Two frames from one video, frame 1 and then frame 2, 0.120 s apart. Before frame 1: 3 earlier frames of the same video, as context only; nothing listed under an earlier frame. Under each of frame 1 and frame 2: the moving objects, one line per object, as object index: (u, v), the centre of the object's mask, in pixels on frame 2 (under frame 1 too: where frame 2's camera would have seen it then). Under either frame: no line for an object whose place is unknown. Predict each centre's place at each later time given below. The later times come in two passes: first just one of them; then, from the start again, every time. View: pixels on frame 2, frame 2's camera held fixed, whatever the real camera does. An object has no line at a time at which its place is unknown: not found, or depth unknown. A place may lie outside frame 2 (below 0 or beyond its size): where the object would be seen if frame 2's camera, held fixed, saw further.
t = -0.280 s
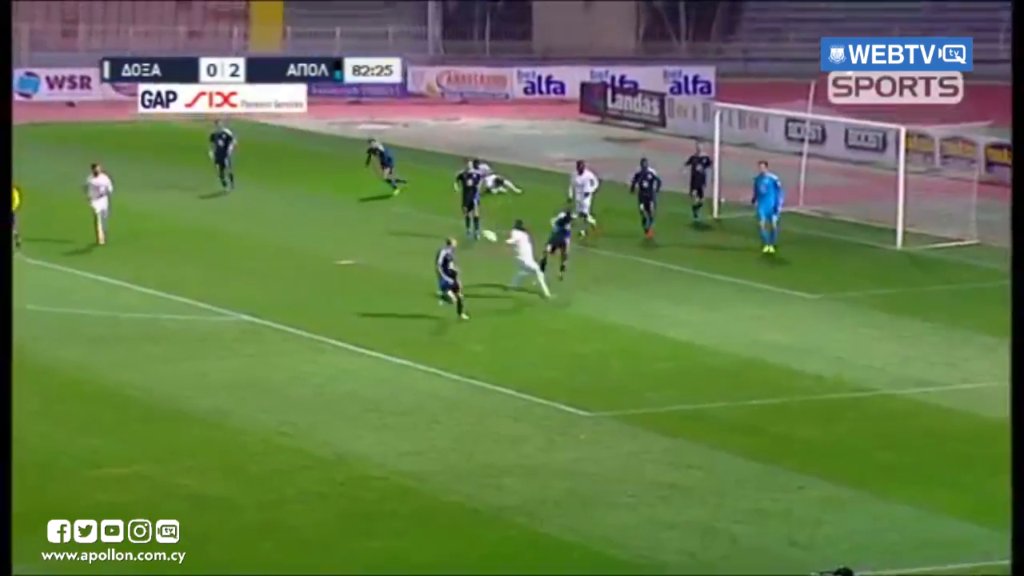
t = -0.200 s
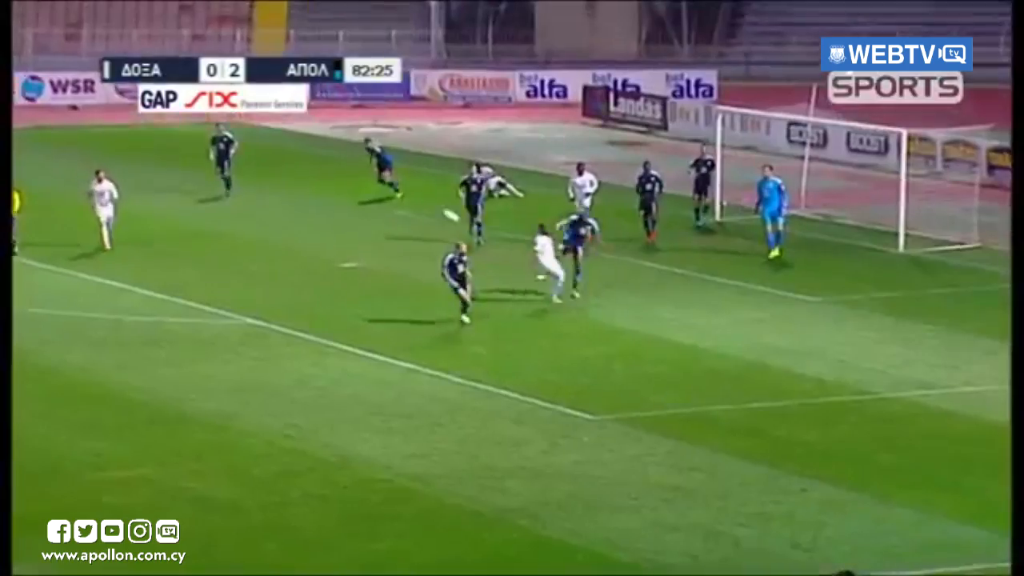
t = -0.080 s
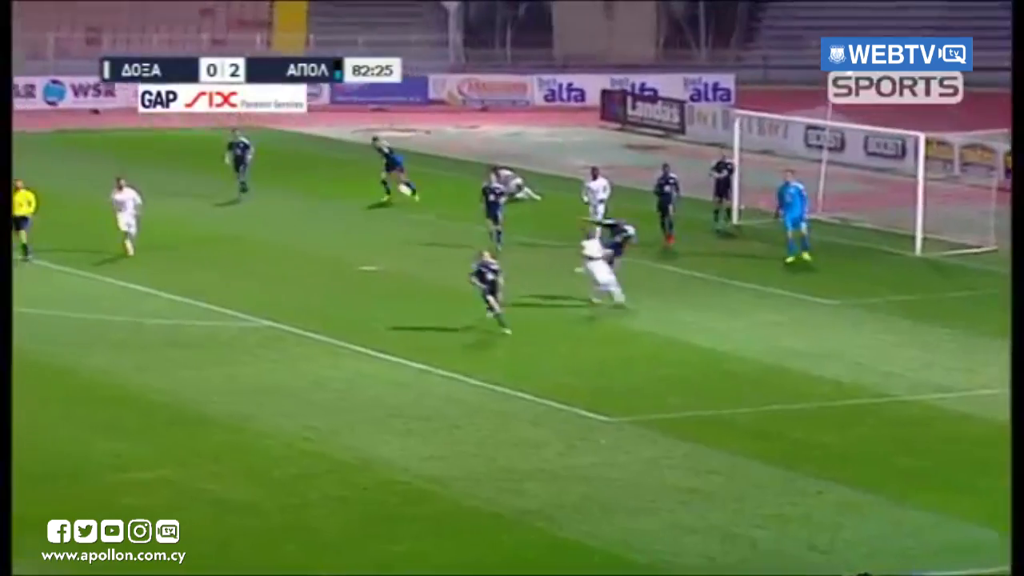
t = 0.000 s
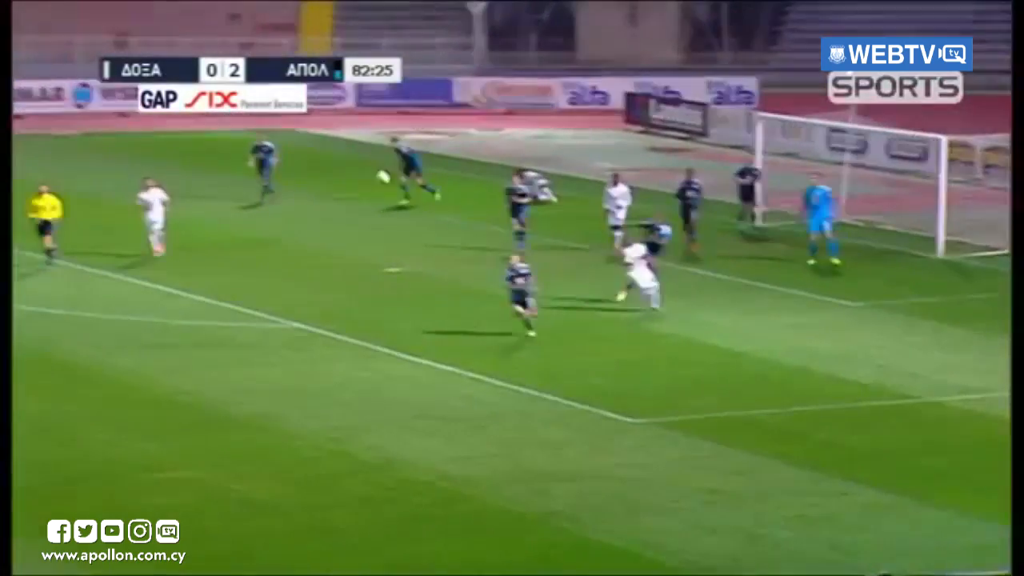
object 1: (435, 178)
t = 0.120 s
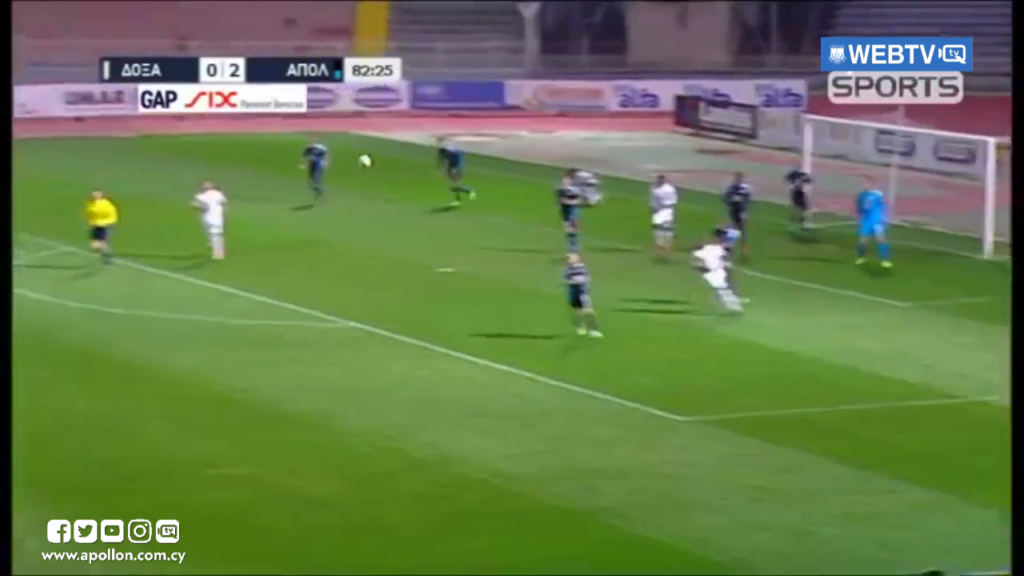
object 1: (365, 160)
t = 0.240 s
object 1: (291, 148)
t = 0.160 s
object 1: (341, 155)
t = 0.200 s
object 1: (316, 151)
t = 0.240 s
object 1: (291, 148)
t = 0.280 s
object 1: (266, 146)
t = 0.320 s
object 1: (239, 145)
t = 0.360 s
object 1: (214, 144)
